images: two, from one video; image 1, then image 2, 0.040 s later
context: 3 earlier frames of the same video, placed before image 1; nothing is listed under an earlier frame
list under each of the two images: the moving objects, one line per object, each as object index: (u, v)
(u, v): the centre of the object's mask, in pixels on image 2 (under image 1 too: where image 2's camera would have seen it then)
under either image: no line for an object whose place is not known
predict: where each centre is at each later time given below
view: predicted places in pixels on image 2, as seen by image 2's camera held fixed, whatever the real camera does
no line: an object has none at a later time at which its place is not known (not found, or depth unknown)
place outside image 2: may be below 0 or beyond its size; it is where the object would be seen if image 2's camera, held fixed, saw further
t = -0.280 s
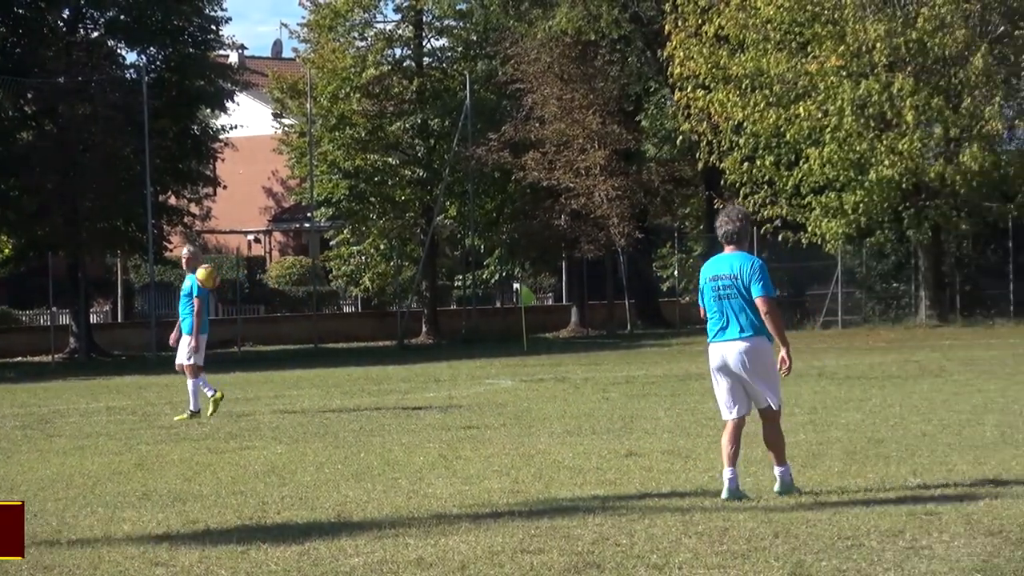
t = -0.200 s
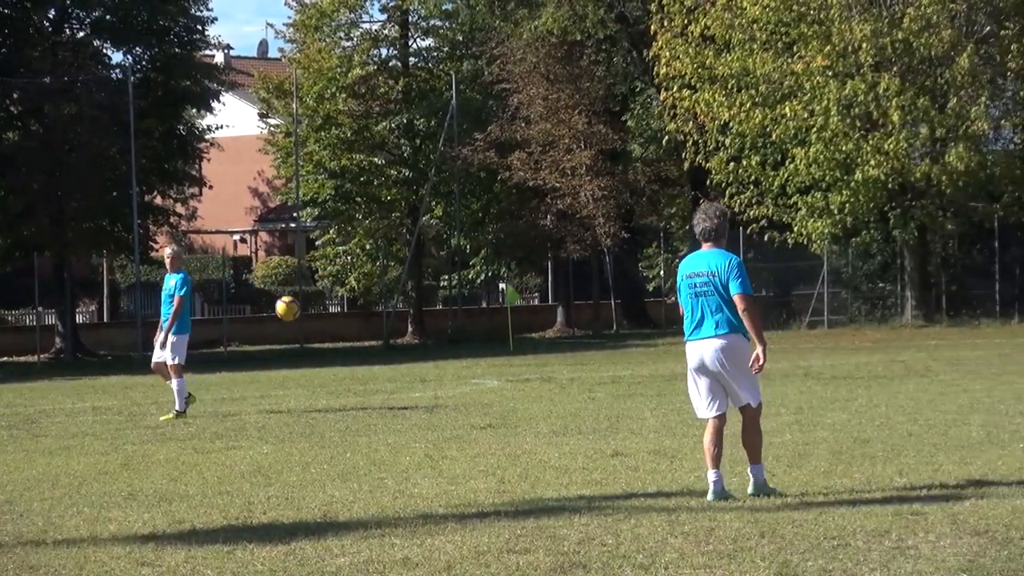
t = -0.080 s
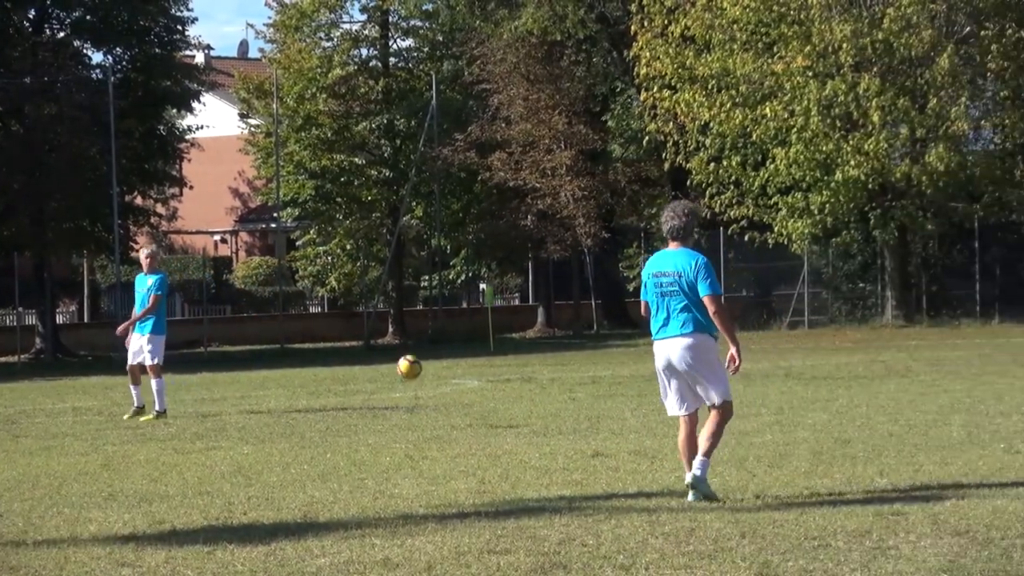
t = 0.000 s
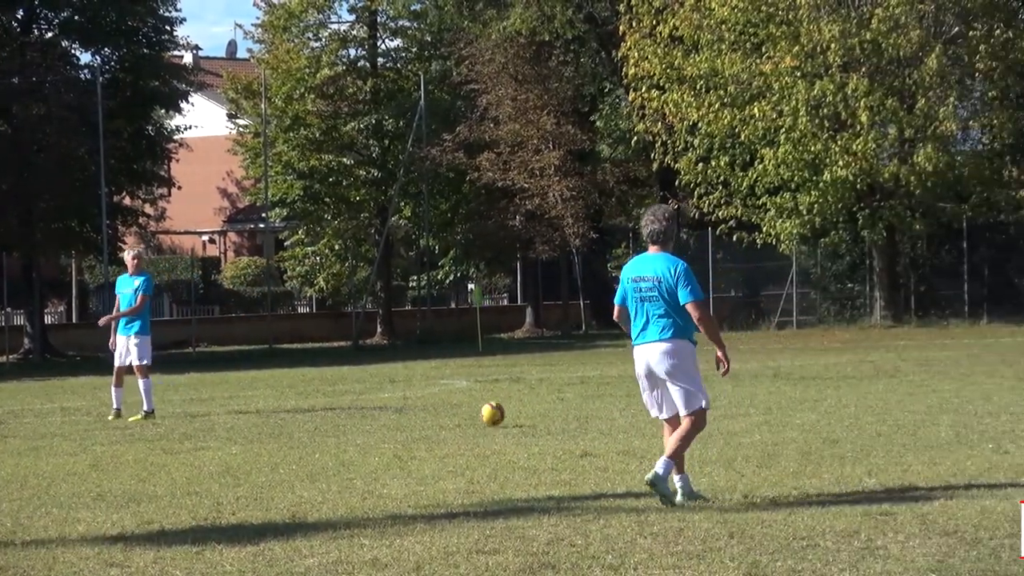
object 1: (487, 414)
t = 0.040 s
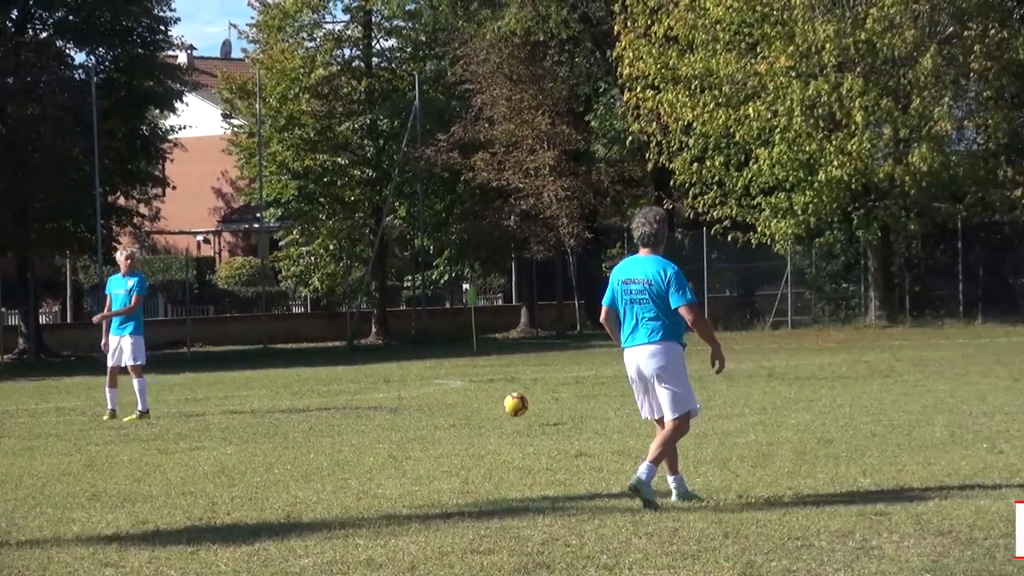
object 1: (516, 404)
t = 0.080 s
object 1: (536, 383)
